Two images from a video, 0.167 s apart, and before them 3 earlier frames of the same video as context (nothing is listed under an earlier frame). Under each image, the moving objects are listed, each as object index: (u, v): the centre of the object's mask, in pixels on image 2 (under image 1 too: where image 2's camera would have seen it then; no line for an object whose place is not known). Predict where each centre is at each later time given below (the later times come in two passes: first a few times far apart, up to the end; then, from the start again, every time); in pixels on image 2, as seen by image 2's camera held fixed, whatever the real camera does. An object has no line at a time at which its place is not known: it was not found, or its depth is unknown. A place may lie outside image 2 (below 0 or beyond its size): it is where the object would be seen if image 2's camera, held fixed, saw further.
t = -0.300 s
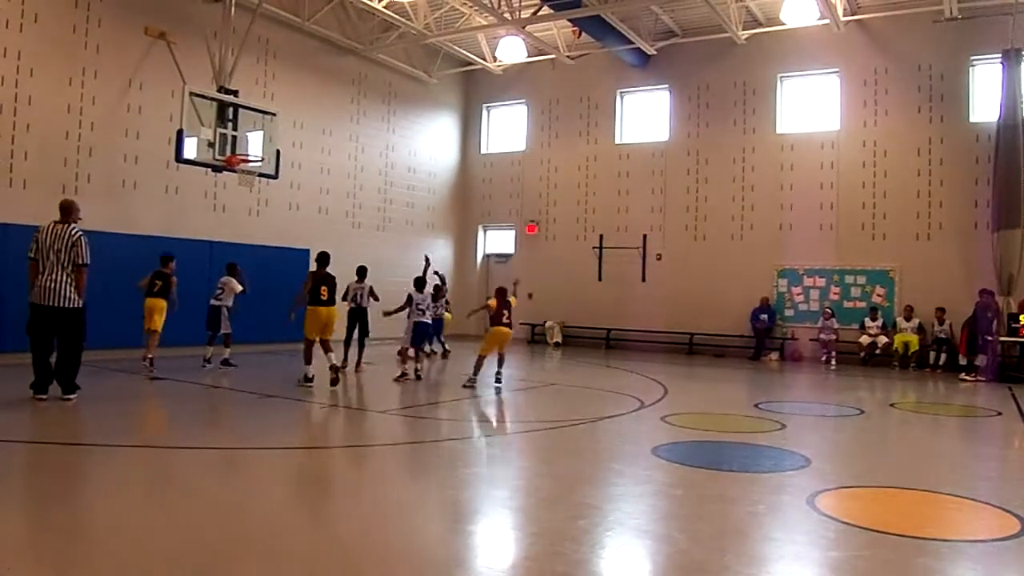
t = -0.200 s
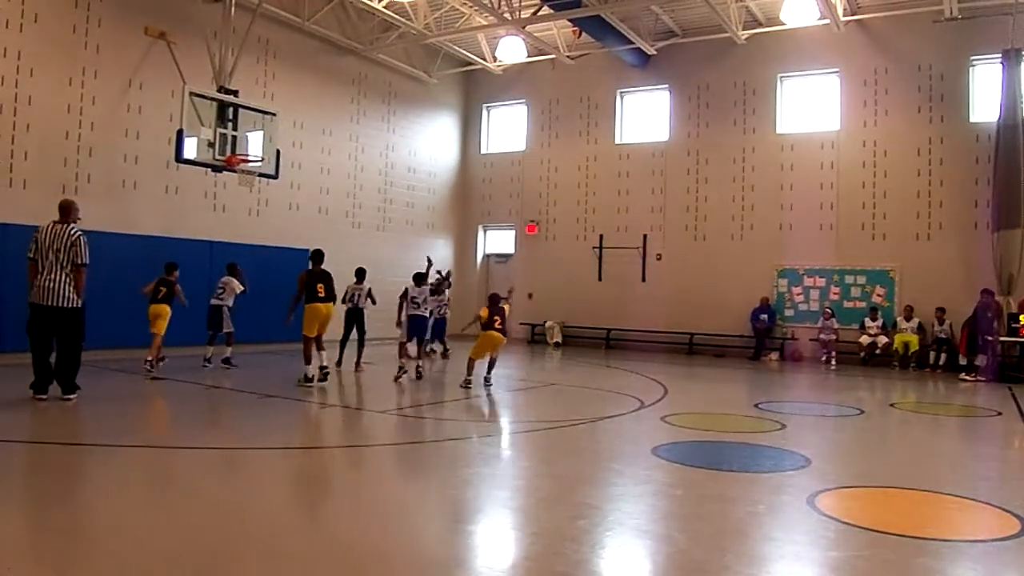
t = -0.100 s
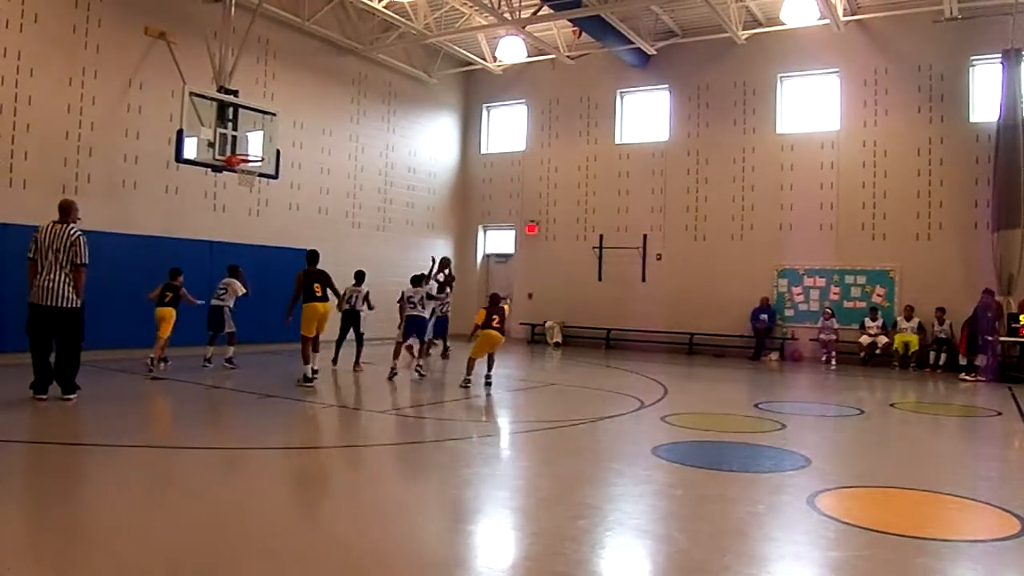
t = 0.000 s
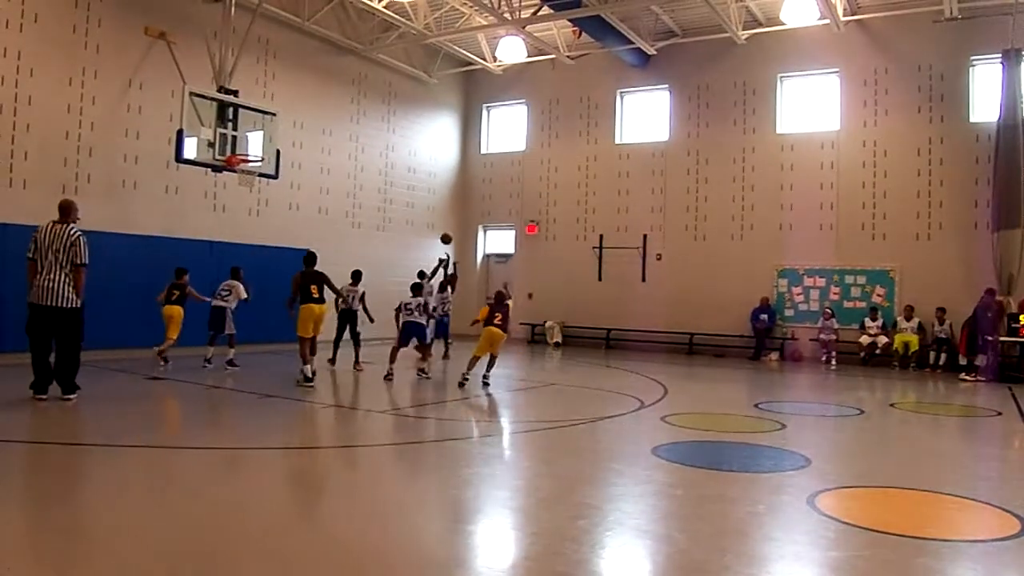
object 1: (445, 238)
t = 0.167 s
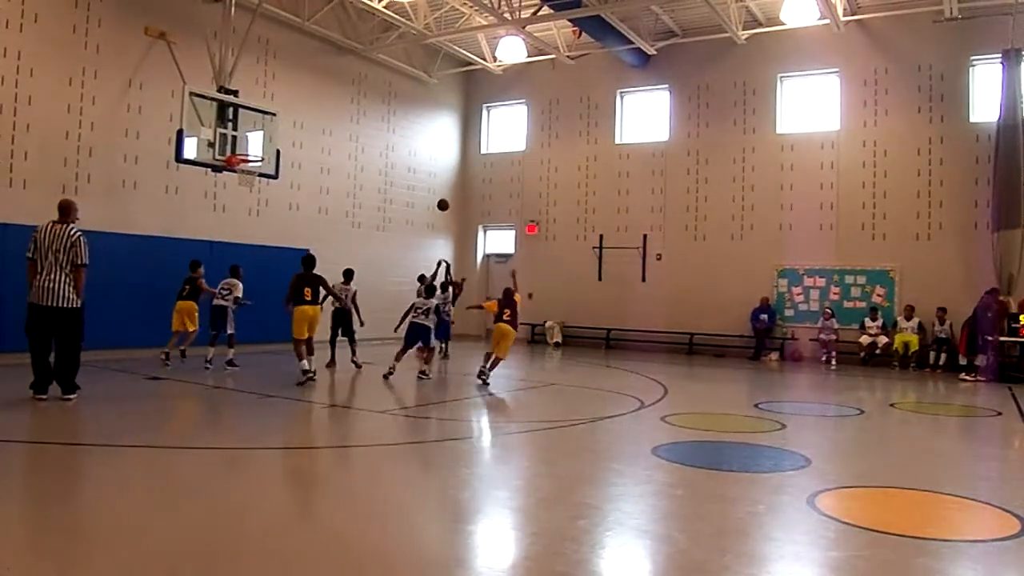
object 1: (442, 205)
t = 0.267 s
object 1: (440, 190)
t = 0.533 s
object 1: (432, 179)
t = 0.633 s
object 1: (429, 186)
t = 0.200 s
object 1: (442, 199)
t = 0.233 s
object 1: (441, 195)
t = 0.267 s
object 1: (440, 190)
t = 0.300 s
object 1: (439, 186)
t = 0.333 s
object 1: (438, 184)
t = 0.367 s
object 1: (438, 181)
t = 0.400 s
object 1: (436, 180)
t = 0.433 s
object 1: (435, 179)
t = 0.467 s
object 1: (435, 178)
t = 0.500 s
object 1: (434, 179)
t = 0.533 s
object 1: (432, 179)
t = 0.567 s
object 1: (431, 181)
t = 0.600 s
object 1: (430, 183)
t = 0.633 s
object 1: (429, 186)
